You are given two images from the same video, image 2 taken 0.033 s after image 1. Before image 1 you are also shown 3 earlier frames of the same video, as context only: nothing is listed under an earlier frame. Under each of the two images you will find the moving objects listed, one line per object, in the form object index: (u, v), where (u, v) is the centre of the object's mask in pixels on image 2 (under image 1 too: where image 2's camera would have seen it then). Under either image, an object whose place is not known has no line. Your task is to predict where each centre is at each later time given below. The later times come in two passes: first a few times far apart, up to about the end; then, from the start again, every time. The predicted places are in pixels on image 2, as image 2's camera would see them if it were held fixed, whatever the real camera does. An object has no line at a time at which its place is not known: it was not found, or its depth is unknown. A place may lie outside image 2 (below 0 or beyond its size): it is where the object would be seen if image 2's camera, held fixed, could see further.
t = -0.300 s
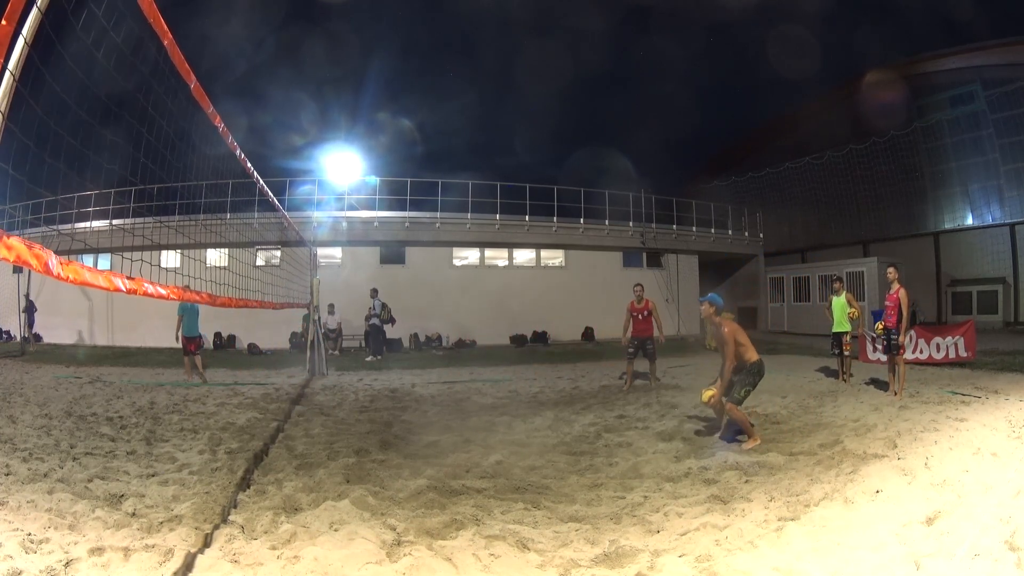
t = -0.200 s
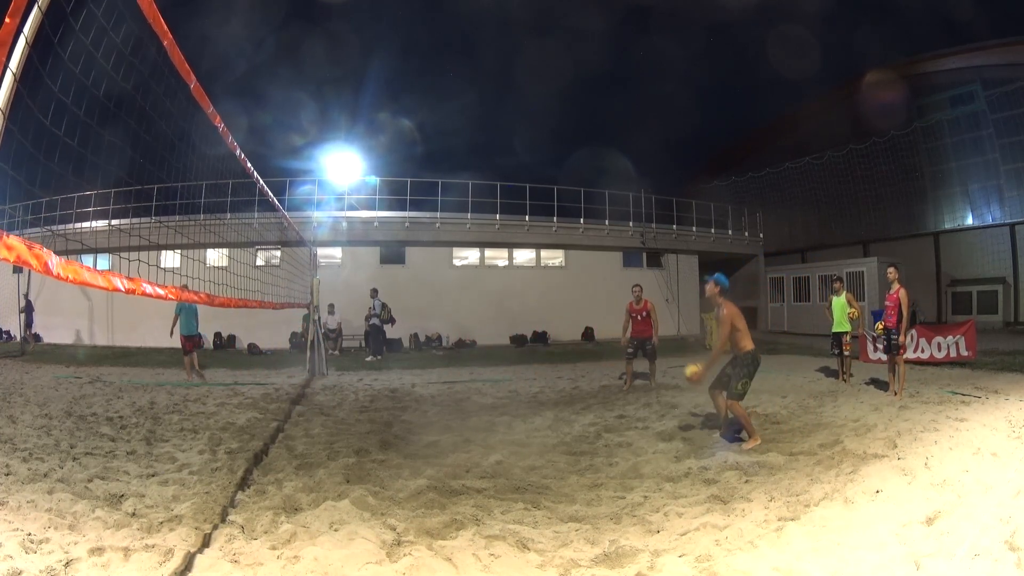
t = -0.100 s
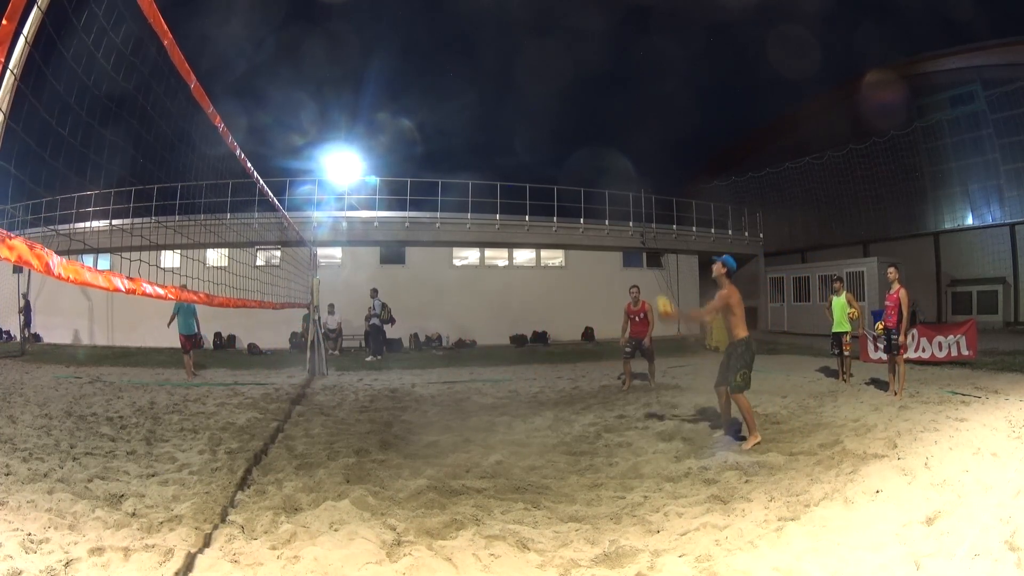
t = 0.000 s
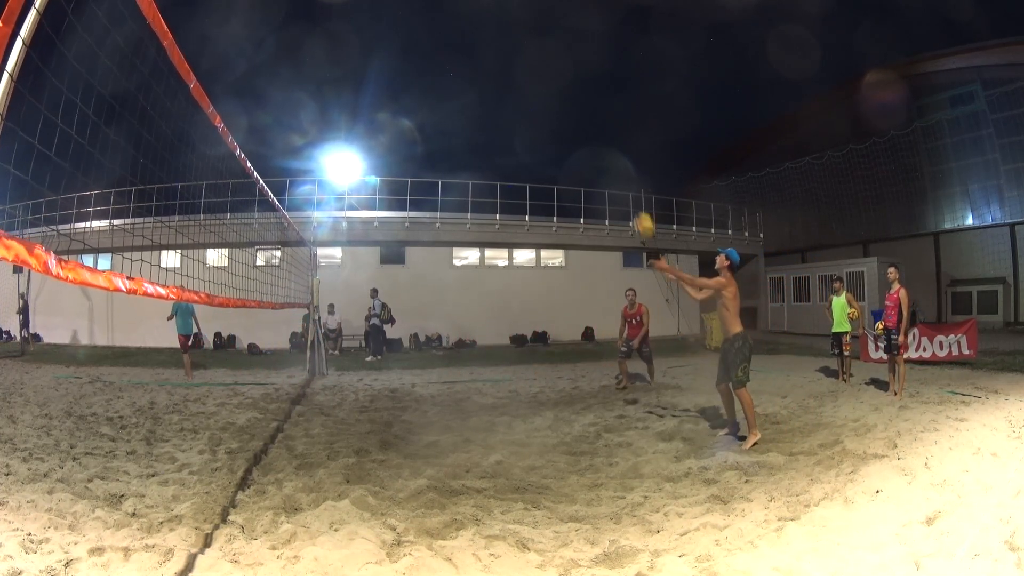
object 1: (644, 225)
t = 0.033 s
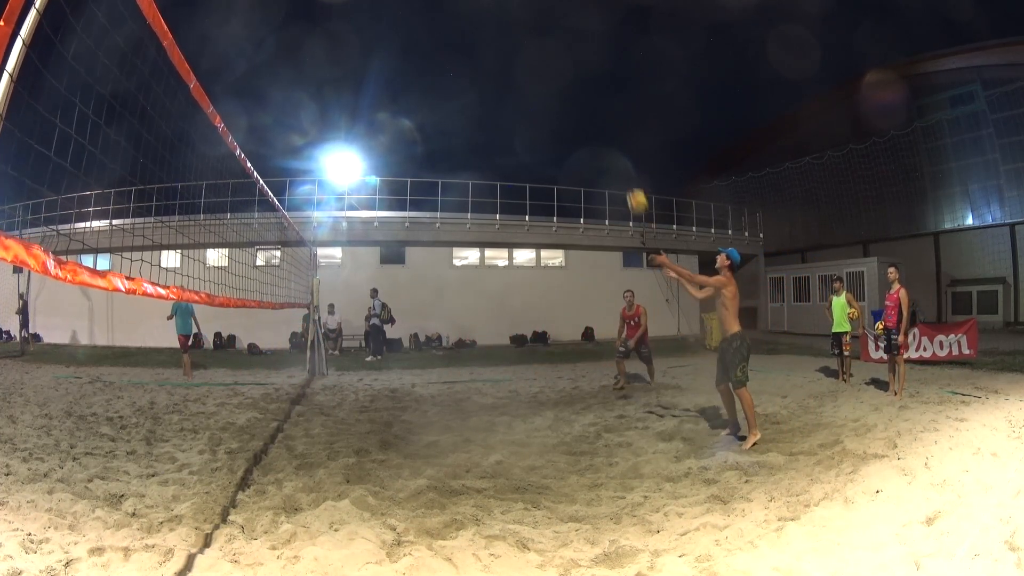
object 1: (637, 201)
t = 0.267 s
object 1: (595, 81)
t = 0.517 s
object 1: (561, 25)
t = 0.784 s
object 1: (531, 14)
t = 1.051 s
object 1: (504, 41)
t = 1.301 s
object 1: (481, 101)
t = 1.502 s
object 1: (464, 173)
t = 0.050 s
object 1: (633, 189)
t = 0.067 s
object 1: (630, 178)
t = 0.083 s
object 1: (627, 168)
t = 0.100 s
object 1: (624, 158)
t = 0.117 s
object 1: (620, 148)
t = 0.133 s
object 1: (617, 139)
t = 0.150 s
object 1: (614, 130)
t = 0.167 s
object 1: (611, 122)
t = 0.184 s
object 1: (608, 114)
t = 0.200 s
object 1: (605, 106)
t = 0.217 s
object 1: (603, 100)
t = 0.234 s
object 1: (600, 93)
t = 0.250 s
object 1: (597, 87)
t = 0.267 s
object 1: (595, 81)
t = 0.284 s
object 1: (592, 75)
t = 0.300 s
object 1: (590, 70)
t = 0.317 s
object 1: (587, 65)
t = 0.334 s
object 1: (585, 60)
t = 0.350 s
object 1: (582, 56)
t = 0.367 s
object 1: (580, 52)
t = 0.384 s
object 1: (578, 48)
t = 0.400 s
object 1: (576, 44)
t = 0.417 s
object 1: (573, 41)
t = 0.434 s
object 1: (571, 38)
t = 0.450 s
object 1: (569, 34)
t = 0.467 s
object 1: (567, 32)
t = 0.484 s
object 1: (565, 29)
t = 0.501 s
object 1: (563, 27)
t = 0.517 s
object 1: (561, 25)
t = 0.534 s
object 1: (558, 23)
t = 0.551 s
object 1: (557, 21)
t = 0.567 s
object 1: (555, 19)
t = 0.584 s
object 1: (553, 18)
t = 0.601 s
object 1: (551, 17)
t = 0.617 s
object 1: (549, 16)
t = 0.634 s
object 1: (547, 15)
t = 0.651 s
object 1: (545, 14)
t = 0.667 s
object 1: (543, 14)
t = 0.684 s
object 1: (541, 13)
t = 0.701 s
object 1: (539, 13)
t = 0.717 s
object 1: (538, 13)
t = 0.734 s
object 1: (536, 13)
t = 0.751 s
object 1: (534, 13)
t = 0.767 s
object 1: (533, 14)
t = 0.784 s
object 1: (531, 14)
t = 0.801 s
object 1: (529, 15)
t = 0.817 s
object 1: (527, 16)
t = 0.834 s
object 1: (526, 16)
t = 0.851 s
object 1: (524, 18)
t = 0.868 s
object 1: (522, 19)
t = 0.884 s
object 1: (521, 20)
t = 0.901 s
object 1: (519, 22)
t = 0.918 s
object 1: (517, 23)
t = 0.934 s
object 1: (516, 25)
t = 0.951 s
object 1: (514, 27)
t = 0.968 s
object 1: (513, 29)
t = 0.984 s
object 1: (511, 31)
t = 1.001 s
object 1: (509, 34)
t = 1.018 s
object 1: (508, 36)
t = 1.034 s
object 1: (506, 39)
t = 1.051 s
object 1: (504, 41)
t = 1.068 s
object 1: (503, 44)
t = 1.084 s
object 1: (502, 47)
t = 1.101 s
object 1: (500, 51)
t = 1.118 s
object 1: (498, 54)
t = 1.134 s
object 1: (496, 57)
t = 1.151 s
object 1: (495, 61)
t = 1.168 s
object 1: (493, 65)
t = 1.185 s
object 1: (492, 69)
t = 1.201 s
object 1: (490, 73)
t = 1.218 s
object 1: (489, 77)
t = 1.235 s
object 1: (487, 81)
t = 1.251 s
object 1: (485, 86)
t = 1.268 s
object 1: (484, 91)
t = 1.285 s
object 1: (482, 96)
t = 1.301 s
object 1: (481, 101)
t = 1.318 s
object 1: (479, 106)
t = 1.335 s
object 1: (478, 111)
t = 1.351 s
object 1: (476, 117)
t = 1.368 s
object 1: (475, 123)
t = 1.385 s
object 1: (473, 129)
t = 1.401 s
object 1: (472, 135)
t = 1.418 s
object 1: (471, 141)
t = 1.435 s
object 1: (469, 147)
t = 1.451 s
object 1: (468, 154)
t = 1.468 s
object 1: (466, 161)
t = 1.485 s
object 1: (465, 167)
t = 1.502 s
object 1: (464, 173)
